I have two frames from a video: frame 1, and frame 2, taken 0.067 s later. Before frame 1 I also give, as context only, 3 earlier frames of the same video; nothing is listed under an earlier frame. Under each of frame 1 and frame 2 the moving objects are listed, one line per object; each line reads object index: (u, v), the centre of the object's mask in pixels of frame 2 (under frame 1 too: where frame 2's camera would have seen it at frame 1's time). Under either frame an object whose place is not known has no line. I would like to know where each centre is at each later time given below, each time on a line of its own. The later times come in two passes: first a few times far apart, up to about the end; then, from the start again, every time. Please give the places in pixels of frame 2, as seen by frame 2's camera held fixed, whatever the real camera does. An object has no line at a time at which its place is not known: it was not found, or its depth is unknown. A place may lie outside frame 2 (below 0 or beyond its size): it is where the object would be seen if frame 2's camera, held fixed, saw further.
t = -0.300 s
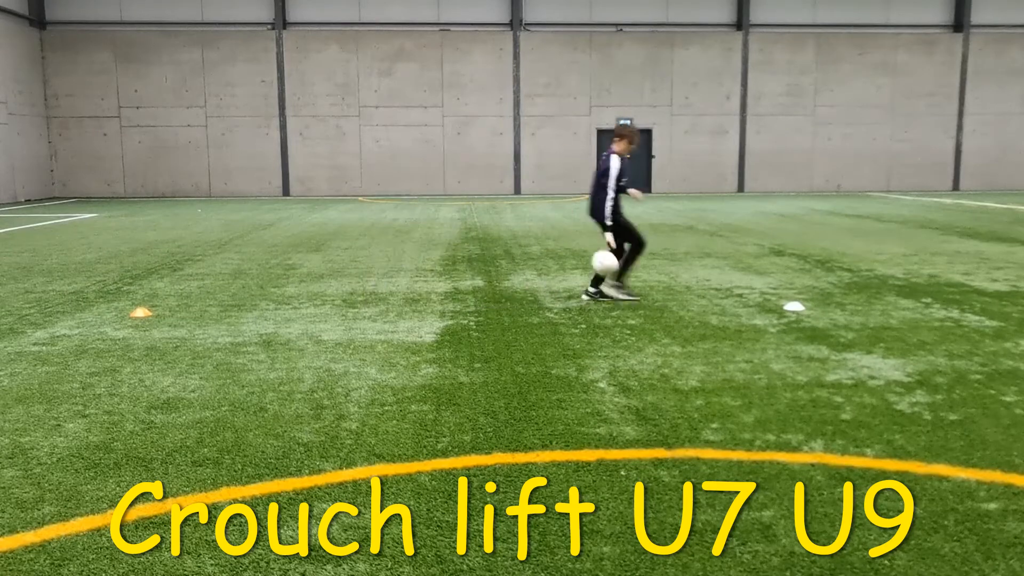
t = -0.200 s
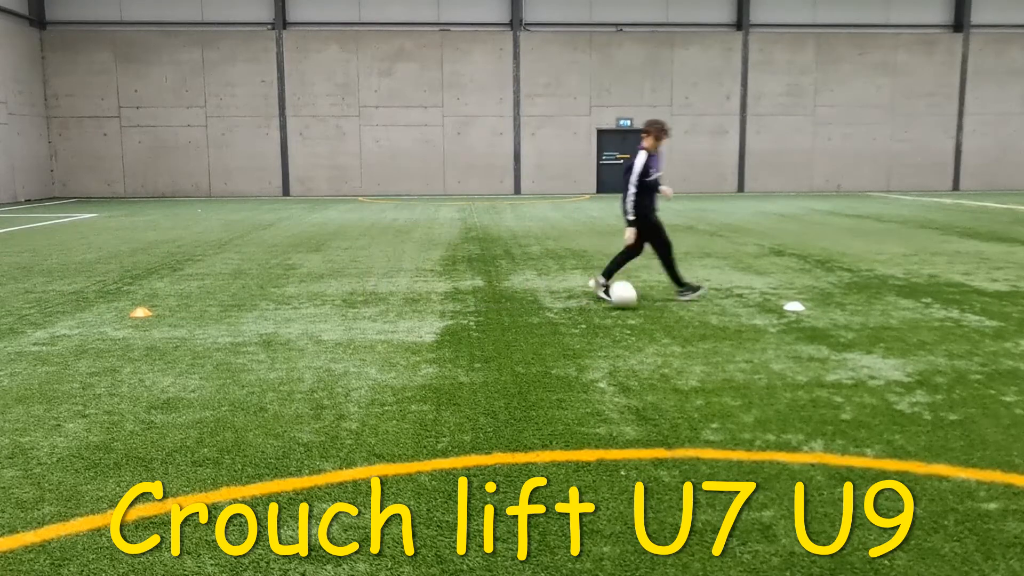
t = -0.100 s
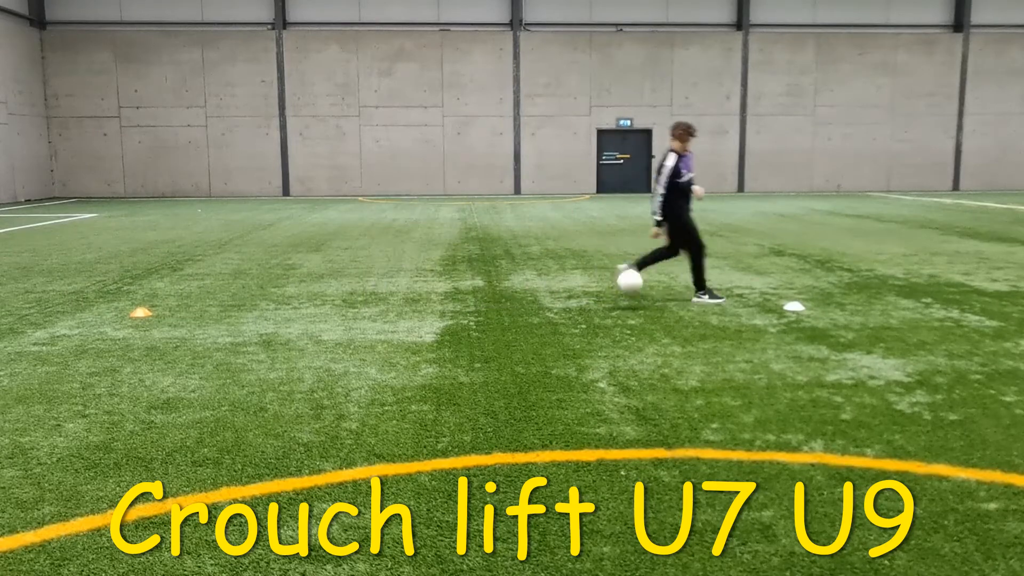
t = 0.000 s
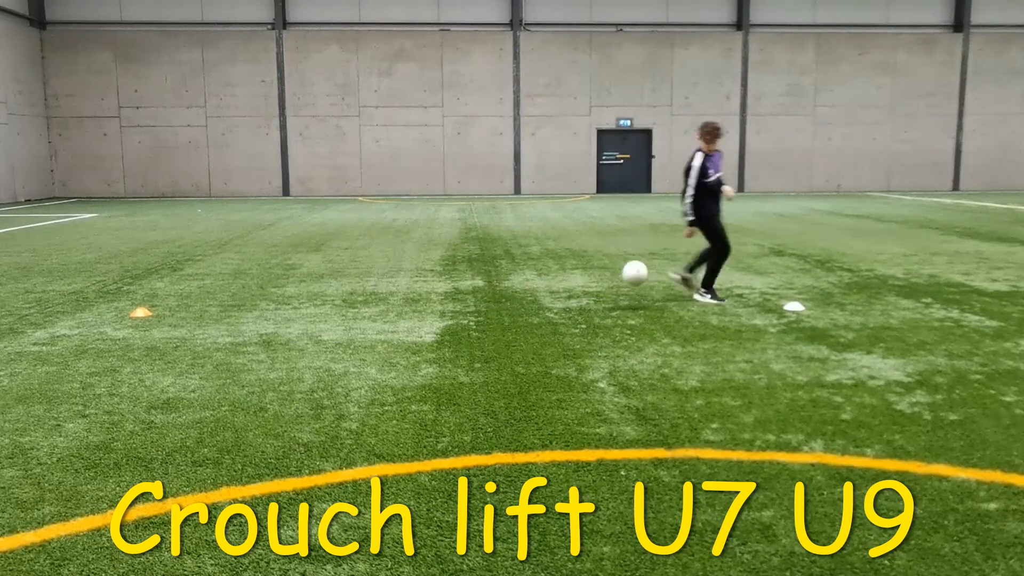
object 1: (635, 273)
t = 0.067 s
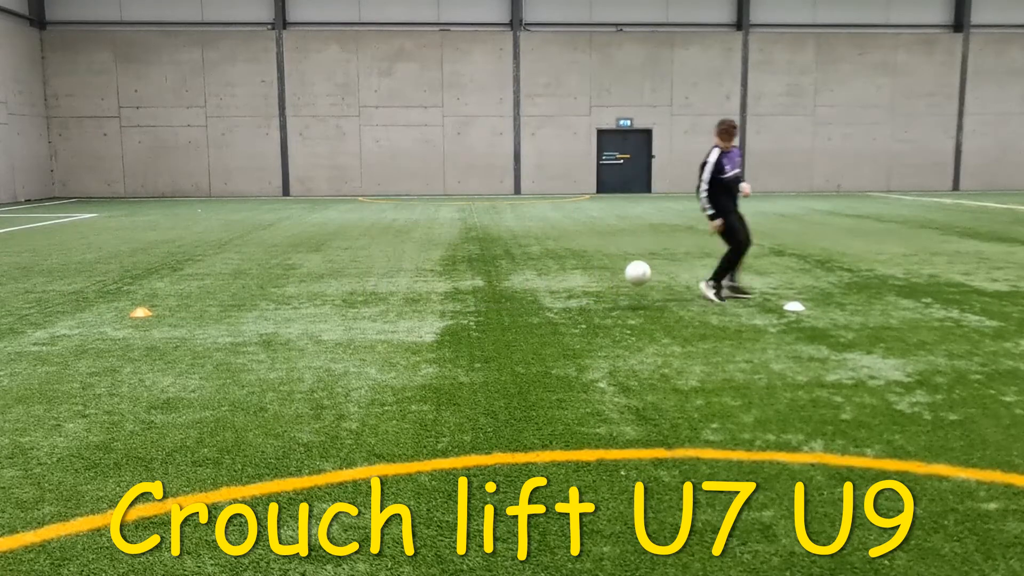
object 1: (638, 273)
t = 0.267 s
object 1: (647, 298)
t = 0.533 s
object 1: (671, 299)
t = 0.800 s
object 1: (691, 299)
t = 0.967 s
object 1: (702, 300)
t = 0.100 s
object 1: (639, 274)
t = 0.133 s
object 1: (640, 277)
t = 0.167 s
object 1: (642, 281)
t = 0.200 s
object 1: (644, 286)
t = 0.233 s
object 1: (645, 293)
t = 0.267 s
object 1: (647, 298)
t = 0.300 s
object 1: (650, 294)
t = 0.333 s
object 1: (653, 291)
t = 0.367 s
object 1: (656, 290)
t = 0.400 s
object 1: (659, 290)
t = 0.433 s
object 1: (662, 290)
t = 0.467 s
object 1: (665, 292)
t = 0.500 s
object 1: (669, 296)
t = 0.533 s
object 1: (671, 299)
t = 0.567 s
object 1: (674, 297)
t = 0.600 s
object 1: (676, 296)
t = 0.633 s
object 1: (679, 296)
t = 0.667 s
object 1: (681, 298)
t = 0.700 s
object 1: (683, 299)
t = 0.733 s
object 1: (686, 299)
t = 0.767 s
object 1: (688, 298)
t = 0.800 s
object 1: (691, 299)
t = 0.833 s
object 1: (693, 299)
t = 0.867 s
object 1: (695, 300)
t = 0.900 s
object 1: (697, 300)
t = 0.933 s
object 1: (699, 300)
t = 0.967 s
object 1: (702, 300)
